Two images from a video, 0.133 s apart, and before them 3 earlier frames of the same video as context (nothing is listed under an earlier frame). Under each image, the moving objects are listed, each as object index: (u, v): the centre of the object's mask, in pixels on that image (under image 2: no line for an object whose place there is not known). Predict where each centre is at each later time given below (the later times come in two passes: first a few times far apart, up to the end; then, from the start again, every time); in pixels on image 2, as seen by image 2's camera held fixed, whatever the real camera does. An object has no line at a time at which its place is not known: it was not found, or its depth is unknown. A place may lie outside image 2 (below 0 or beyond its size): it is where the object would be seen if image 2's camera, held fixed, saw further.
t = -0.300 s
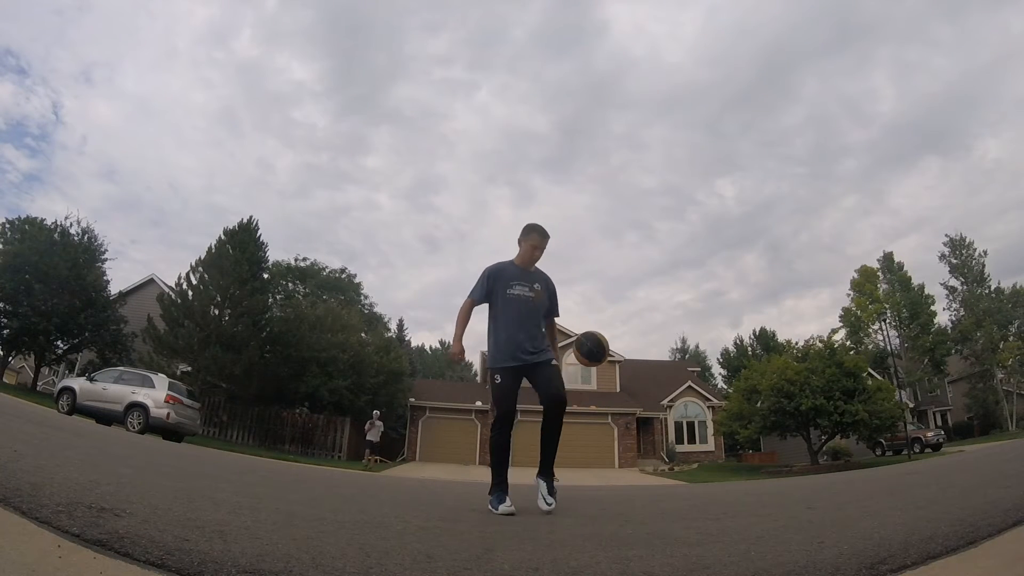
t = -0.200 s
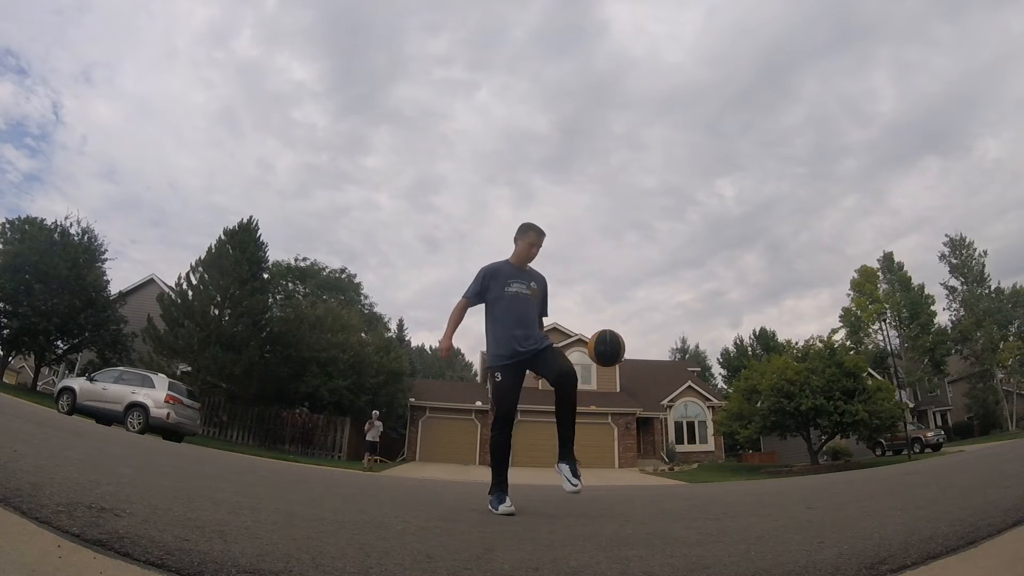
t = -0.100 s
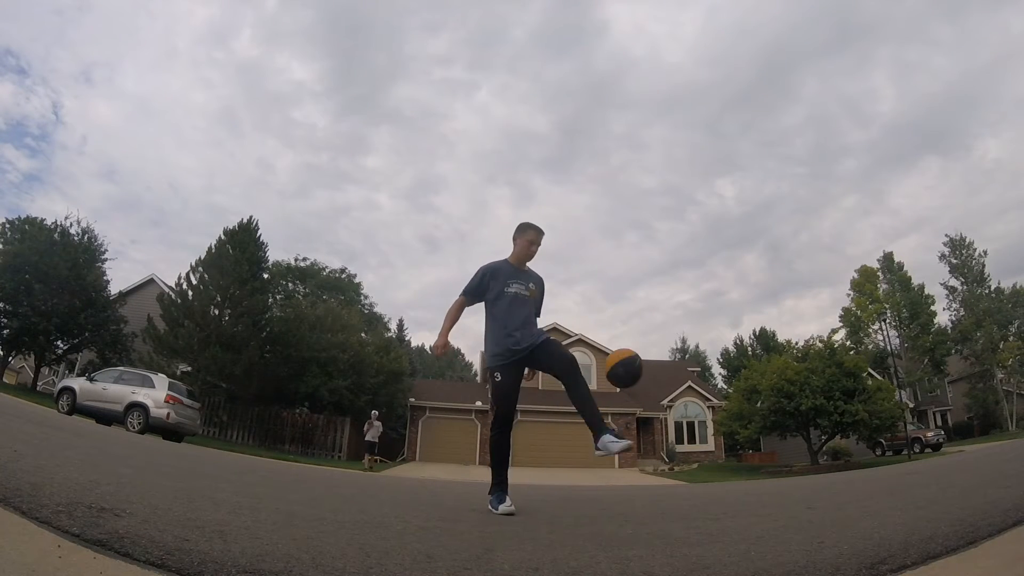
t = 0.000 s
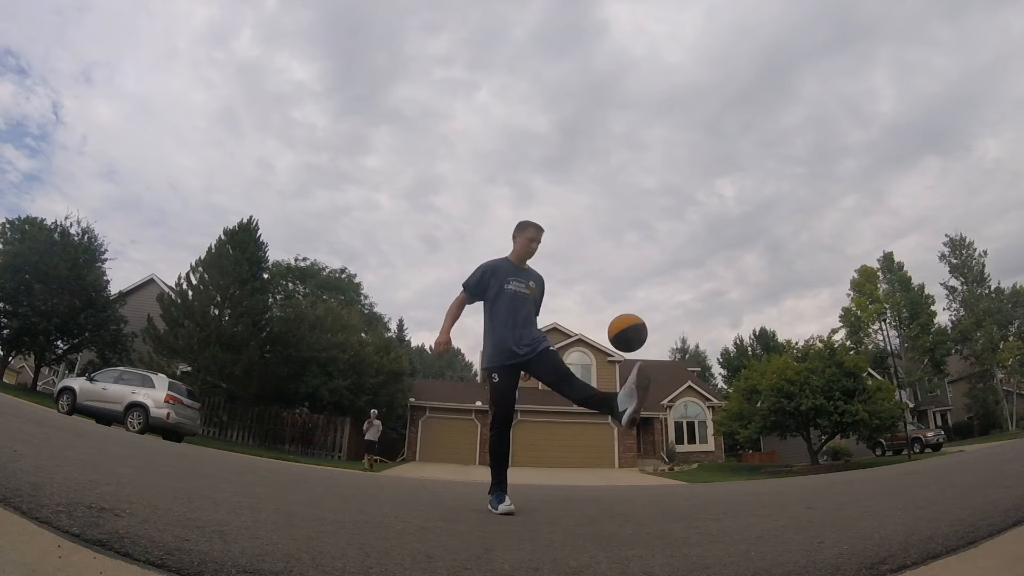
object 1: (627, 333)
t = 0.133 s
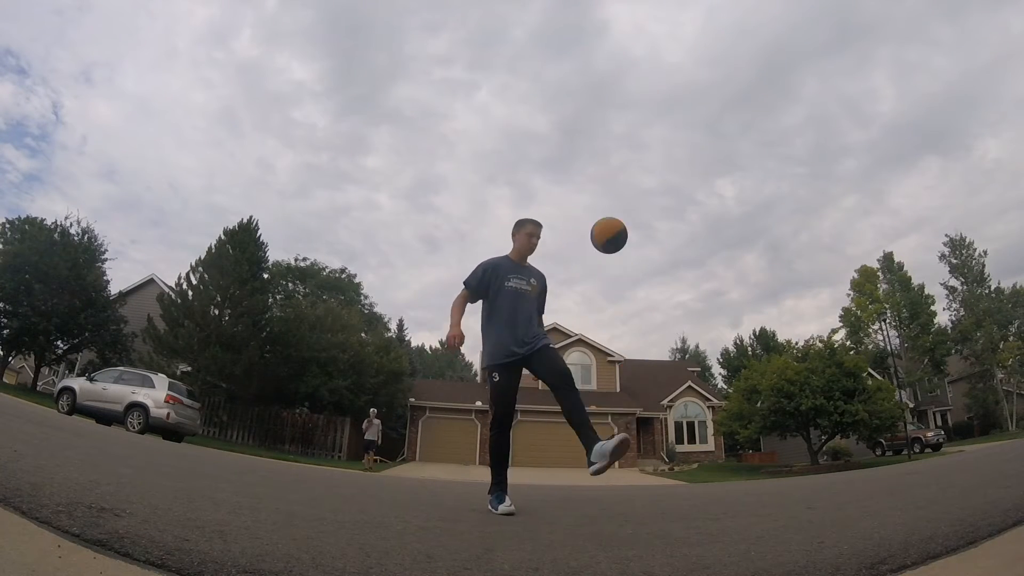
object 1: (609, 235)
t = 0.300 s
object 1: (589, 169)
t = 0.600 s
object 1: (558, 162)
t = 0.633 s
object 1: (555, 170)
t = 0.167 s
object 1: (604, 218)
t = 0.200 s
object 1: (600, 203)
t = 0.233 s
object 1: (596, 189)
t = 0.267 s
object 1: (592, 178)
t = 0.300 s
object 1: (589, 169)
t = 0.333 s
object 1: (585, 161)
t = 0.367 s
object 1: (582, 156)
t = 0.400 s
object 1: (578, 151)
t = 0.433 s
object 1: (575, 149)
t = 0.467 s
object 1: (572, 148)
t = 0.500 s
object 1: (568, 149)
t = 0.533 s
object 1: (565, 151)
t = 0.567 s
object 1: (562, 156)
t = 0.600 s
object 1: (558, 162)
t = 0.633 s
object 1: (555, 170)
